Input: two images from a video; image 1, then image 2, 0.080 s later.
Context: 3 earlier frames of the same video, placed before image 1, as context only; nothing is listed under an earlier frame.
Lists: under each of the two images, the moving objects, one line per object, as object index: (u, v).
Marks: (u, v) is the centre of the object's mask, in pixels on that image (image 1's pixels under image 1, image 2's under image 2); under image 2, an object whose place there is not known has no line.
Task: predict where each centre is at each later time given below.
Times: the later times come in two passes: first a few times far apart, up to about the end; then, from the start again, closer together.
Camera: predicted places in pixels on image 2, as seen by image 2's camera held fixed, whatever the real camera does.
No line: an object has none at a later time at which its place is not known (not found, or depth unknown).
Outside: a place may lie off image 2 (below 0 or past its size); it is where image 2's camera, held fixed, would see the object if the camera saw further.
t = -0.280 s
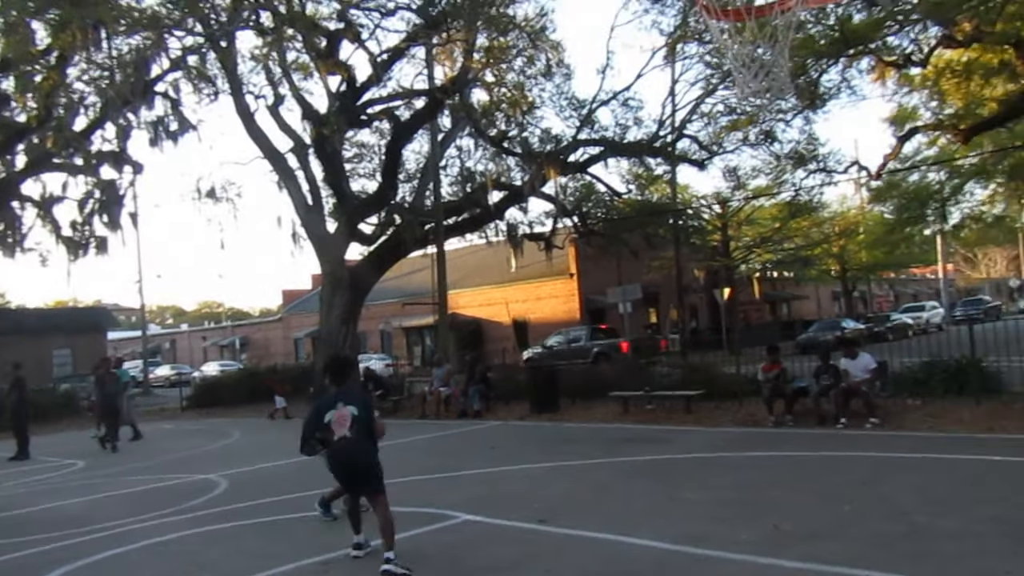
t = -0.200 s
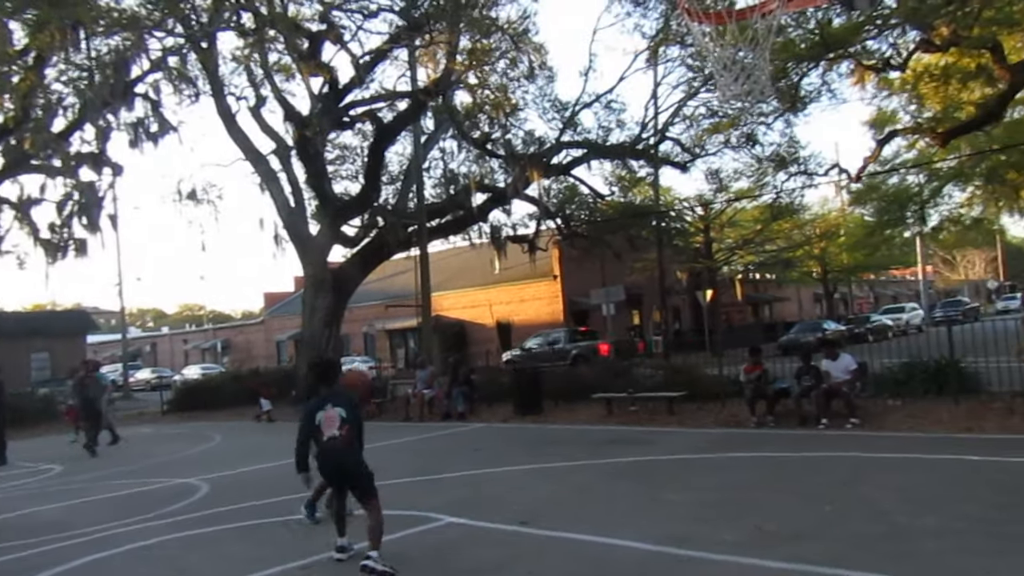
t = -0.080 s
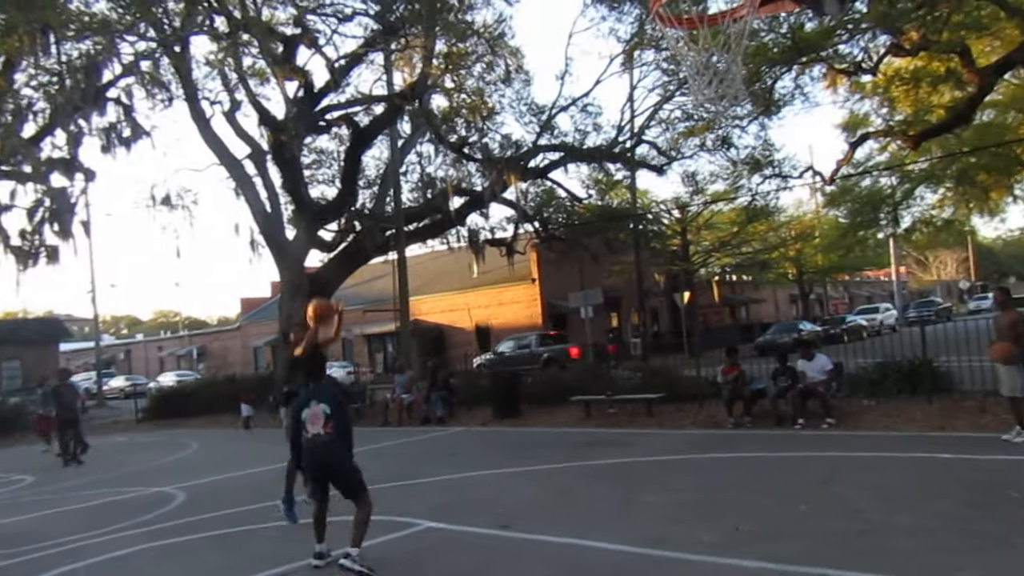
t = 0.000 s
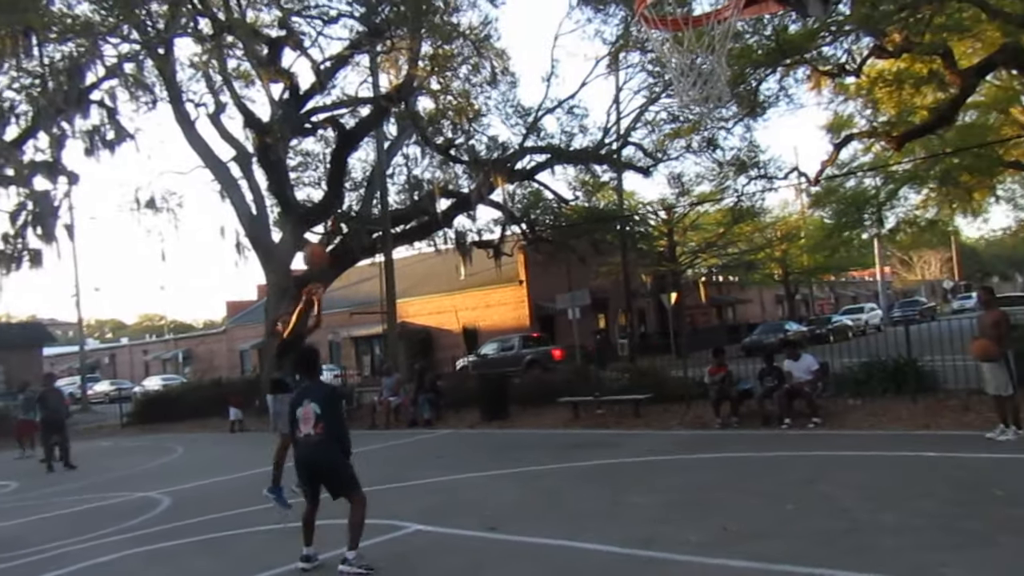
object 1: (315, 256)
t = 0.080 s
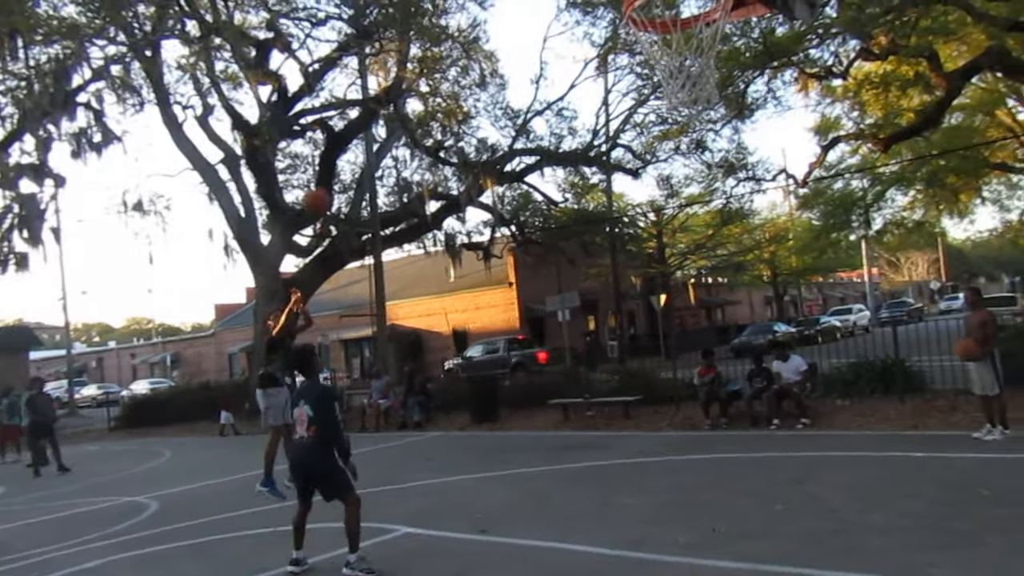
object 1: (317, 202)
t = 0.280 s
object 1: (350, 70)
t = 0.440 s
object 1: (388, -16)
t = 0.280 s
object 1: (350, 70)
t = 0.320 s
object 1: (358, 48)
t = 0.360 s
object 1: (368, 27)
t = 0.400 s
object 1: (377, 5)
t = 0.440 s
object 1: (388, -16)
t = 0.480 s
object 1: (398, -33)
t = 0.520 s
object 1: (411, -51)
